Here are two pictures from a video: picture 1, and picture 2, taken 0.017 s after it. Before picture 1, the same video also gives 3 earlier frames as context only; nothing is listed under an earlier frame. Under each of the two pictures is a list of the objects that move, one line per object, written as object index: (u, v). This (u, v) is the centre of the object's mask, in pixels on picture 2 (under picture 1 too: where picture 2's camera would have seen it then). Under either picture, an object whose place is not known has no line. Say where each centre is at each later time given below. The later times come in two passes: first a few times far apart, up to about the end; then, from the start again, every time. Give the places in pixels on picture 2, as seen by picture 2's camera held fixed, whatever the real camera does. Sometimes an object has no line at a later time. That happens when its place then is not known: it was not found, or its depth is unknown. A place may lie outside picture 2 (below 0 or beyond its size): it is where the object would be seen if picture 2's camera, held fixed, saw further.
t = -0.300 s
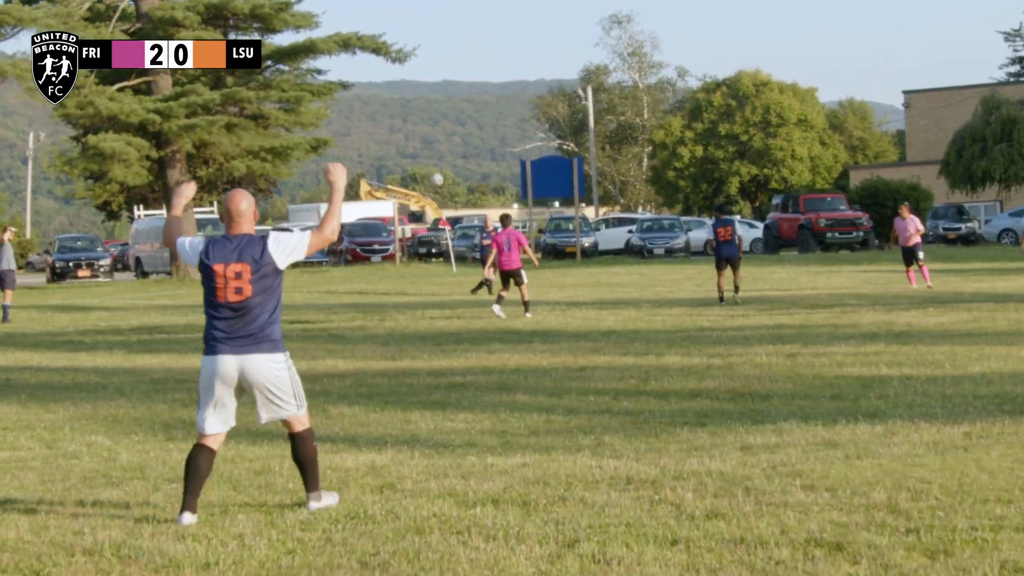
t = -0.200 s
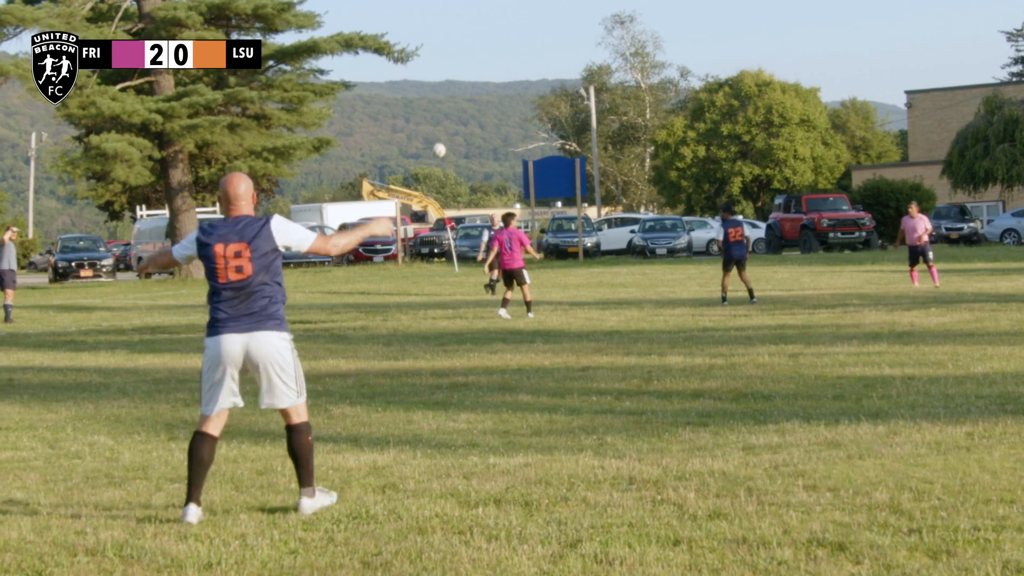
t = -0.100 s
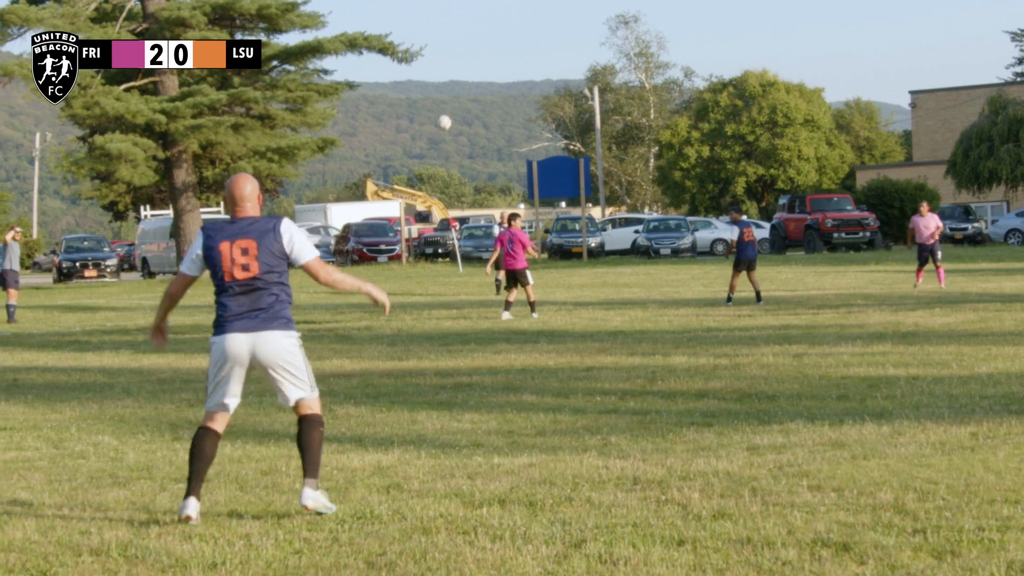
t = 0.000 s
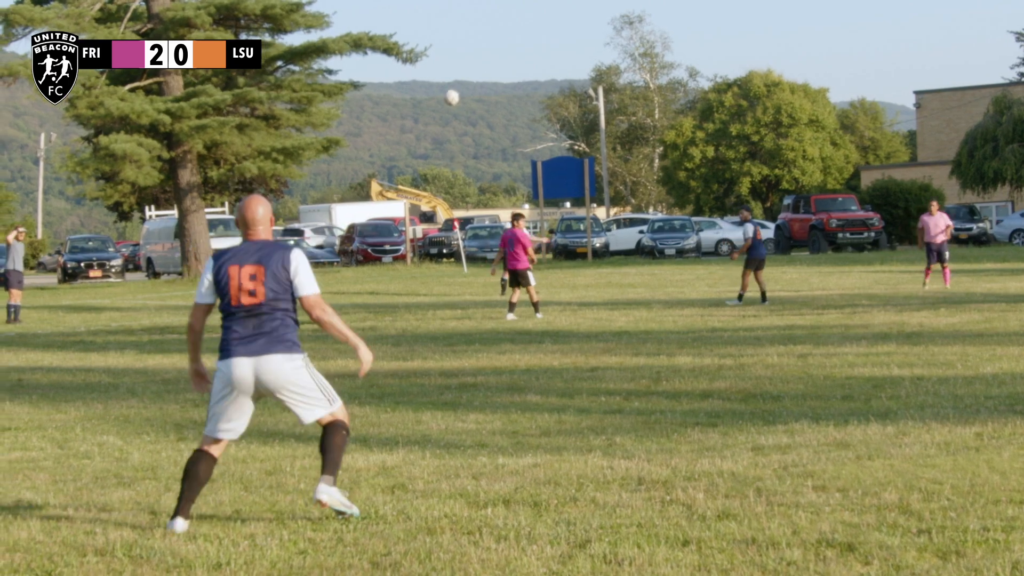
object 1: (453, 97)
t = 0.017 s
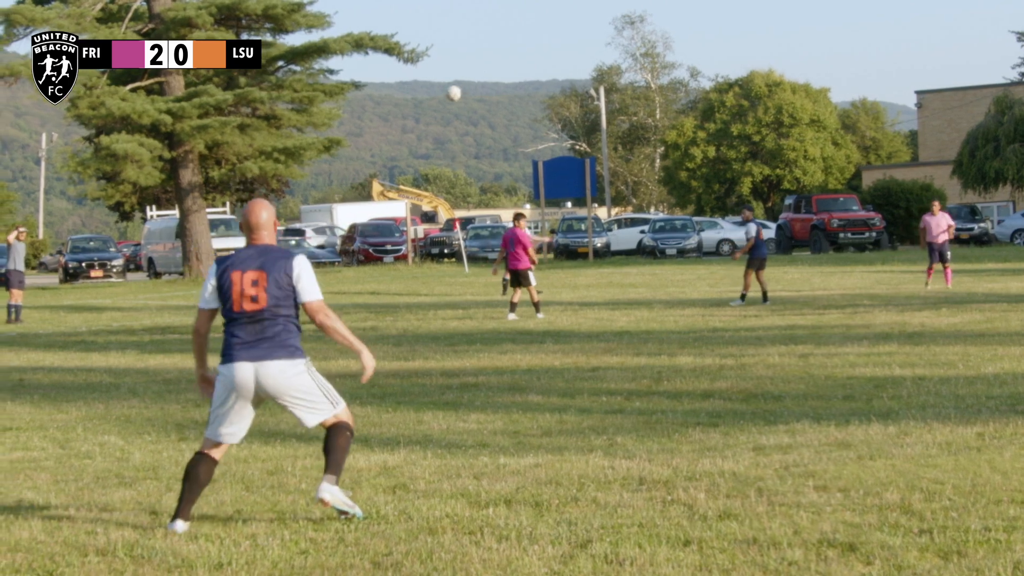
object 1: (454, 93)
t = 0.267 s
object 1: (468, 41)
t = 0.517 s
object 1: (502, 20)
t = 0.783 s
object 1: (567, 54)
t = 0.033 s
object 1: (454, 89)
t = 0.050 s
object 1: (455, 86)
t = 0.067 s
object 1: (455, 82)
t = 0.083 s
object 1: (455, 77)
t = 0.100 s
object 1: (456, 74)
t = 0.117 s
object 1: (457, 70)
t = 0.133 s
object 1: (458, 66)
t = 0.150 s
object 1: (459, 63)
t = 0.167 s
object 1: (460, 60)
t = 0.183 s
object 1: (461, 56)
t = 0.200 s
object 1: (463, 53)
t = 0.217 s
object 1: (464, 50)
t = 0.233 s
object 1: (466, 47)
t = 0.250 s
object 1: (468, 44)
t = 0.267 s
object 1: (468, 41)
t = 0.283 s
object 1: (470, 39)
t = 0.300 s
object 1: (471, 37)
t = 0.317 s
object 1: (474, 35)
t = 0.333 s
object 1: (476, 33)
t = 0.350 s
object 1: (478, 30)
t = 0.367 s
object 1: (480, 29)
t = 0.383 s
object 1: (483, 27)
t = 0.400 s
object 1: (485, 25)
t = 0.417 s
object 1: (487, 24)
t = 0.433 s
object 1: (489, 23)
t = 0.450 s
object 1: (492, 22)
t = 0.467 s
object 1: (495, 21)
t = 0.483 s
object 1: (497, 20)
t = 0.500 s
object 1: (500, 20)
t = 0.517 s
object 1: (502, 20)
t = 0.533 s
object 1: (505, 20)
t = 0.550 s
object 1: (508, 20)
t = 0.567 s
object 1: (511, 21)
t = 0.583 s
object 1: (515, 21)
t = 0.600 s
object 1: (518, 22)
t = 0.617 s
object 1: (522, 23)
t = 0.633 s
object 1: (525, 25)
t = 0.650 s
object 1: (529, 26)
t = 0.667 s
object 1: (533, 29)
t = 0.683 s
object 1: (537, 31)
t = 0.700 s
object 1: (541, 34)
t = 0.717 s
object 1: (546, 37)
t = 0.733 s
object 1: (550, 41)
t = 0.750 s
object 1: (556, 44)
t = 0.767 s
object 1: (561, 49)
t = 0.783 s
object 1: (567, 54)
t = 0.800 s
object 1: (572, 58)
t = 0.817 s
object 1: (577, 64)
